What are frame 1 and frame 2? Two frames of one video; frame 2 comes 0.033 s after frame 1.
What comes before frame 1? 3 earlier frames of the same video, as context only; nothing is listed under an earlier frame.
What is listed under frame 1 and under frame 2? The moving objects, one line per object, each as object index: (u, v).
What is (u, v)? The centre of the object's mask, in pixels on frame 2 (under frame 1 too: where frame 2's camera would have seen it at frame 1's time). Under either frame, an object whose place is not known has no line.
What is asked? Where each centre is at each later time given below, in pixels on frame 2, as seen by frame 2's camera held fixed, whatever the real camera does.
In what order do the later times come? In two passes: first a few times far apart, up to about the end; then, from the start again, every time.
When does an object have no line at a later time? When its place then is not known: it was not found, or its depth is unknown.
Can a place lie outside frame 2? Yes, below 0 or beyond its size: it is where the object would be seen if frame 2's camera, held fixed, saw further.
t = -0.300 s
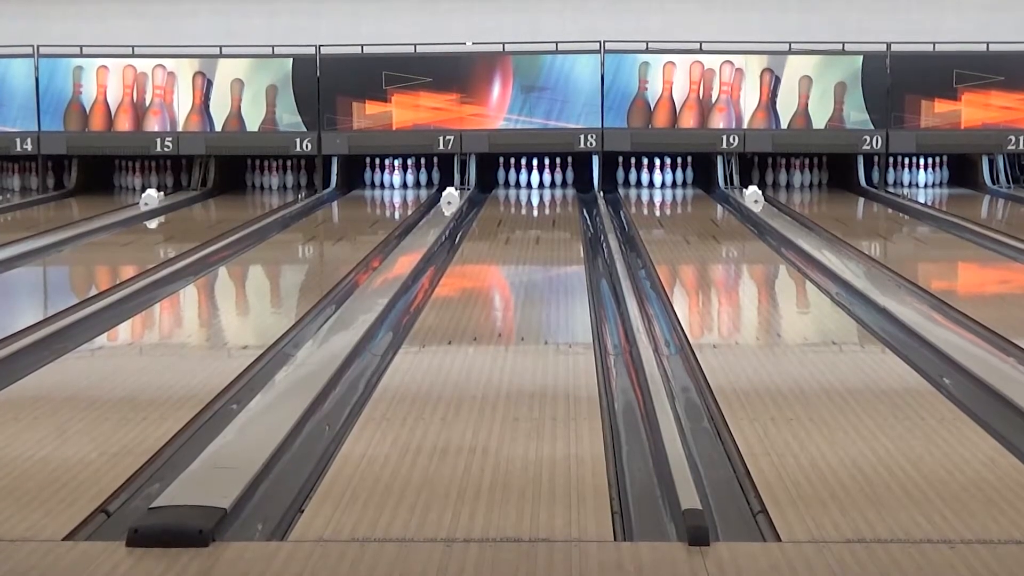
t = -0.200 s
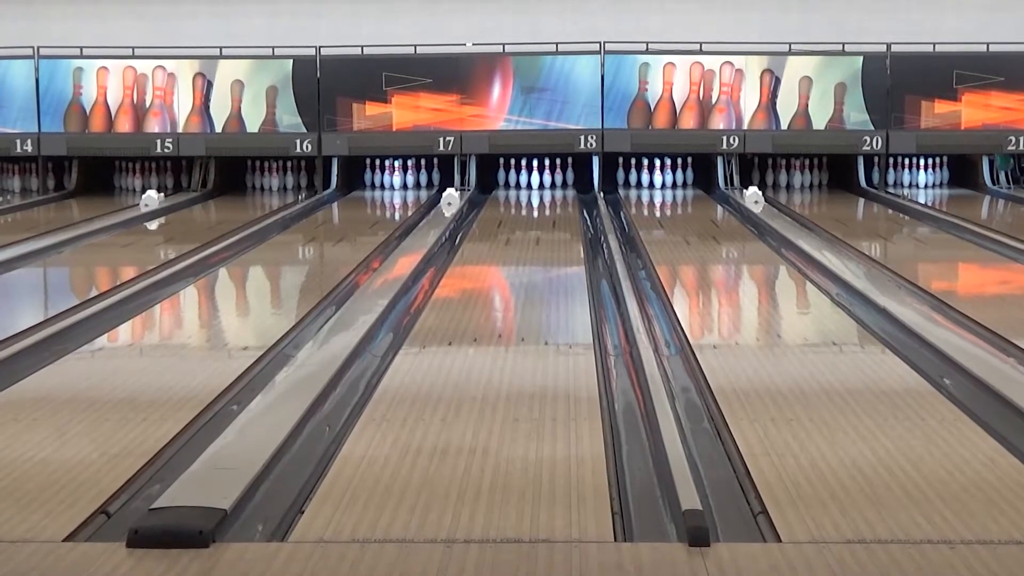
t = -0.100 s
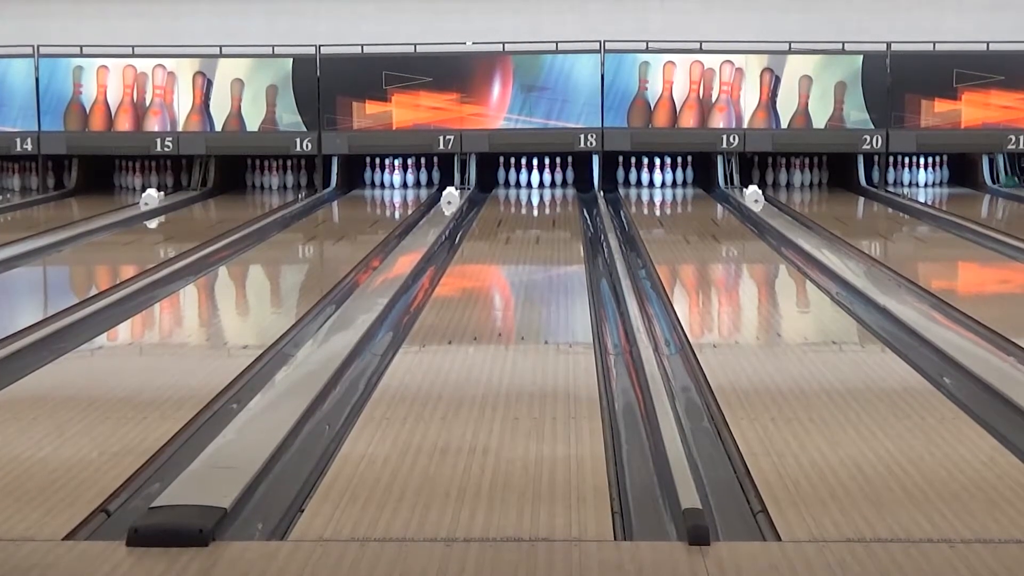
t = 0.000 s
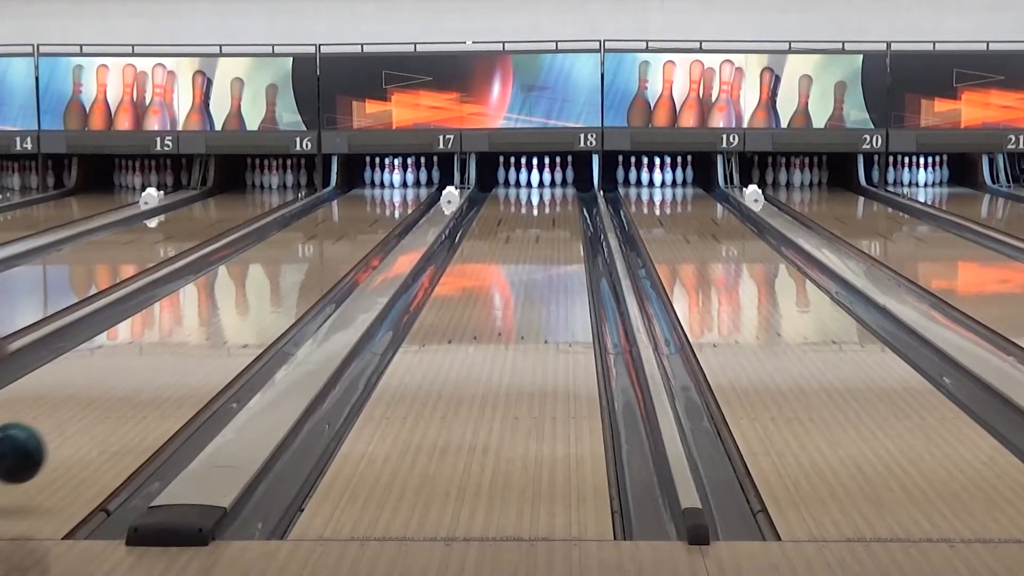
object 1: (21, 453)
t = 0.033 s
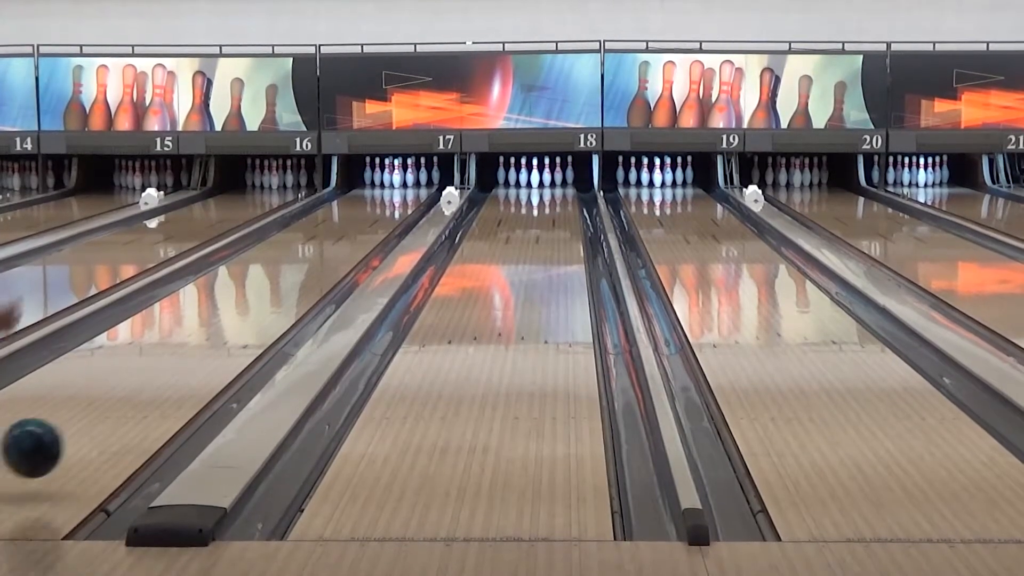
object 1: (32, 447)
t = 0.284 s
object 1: (134, 390)
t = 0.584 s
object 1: (212, 330)
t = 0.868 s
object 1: (261, 292)
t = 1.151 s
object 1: (297, 263)
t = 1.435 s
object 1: (323, 241)
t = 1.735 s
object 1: (345, 223)
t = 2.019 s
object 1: (361, 209)
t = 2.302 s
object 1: (372, 198)
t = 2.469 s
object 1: (376, 193)
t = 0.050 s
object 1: (40, 446)
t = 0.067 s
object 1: (48, 445)
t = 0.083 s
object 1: (57, 445)
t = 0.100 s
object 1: (65, 444)
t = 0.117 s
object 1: (72, 437)
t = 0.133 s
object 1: (79, 430)
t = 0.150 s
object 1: (86, 425)
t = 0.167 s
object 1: (93, 421)
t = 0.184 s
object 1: (99, 417)
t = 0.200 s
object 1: (105, 412)
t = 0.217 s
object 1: (111, 407)
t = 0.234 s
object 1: (118, 403)
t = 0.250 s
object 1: (123, 398)
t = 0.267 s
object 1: (128, 394)
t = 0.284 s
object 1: (134, 390)
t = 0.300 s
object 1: (139, 386)
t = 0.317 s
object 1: (144, 381)
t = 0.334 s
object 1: (149, 378)
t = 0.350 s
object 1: (154, 373)
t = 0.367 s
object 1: (159, 370)
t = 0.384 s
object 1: (164, 366)
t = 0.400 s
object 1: (168, 363)
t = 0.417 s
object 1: (173, 359)
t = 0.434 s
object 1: (177, 356)
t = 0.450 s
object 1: (181, 353)
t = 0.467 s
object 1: (185, 350)
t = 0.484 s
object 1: (190, 347)
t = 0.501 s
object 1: (193, 344)
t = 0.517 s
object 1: (197, 341)
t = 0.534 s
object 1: (201, 338)
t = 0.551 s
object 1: (205, 335)
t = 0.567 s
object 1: (208, 333)
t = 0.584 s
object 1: (212, 330)
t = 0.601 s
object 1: (215, 327)
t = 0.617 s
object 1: (218, 325)
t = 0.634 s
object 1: (222, 323)
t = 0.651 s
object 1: (225, 320)
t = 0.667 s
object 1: (228, 318)
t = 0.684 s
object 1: (231, 315)
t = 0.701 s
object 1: (234, 313)
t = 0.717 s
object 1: (237, 310)
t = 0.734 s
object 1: (240, 308)
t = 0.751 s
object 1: (243, 306)
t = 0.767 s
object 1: (246, 304)
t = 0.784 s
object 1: (248, 302)
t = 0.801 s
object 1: (251, 300)
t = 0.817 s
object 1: (253, 298)
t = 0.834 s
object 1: (256, 296)
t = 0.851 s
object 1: (258, 294)
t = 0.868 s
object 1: (261, 292)
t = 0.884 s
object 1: (263, 290)
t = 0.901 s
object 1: (266, 288)
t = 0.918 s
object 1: (268, 286)
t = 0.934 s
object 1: (270, 284)
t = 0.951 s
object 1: (273, 282)
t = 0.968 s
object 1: (275, 280)
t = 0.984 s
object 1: (277, 279)
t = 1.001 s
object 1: (279, 277)
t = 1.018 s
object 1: (281, 276)
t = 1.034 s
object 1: (283, 274)
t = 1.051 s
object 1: (285, 272)
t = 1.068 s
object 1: (287, 270)
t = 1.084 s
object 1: (289, 269)
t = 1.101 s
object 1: (291, 268)
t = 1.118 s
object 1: (293, 266)
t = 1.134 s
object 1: (295, 264)
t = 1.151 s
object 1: (297, 263)
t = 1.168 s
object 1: (298, 261)
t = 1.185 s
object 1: (300, 260)
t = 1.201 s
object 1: (302, 259)
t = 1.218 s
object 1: (304, 257)
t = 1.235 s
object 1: (305, 256)
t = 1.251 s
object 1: (307, 255)
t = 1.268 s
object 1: (309, 253)
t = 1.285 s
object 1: (310, 252)
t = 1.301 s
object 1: (312, 251)
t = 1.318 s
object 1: (313, 250)
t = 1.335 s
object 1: (315, 248)
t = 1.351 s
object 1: (316, 247)
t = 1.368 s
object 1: (318, 246)
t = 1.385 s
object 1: (319, 245)
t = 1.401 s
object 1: (320, 243)
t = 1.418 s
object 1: (322, 242)
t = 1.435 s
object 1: (323, 241)
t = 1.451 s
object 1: (325, 240)
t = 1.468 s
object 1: (326, 238)
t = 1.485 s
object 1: (328, 237)
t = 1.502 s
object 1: (329, 236)
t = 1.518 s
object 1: (330, 235)
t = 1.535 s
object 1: (331, 234)
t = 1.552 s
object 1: (332, 233)
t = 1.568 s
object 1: (334, 232)
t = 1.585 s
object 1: (335, 231)
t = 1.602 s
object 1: (336, 230)
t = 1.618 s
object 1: (337, 229)
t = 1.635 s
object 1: (338, 228)
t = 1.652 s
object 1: (339, 227)
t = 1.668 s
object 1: (340, 226)
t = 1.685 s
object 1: (342, 226)
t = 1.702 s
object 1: (343, 224)
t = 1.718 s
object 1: (344, 224)
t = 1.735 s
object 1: (345, 223)
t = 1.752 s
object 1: (346, 222)
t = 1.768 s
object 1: (347, 221)
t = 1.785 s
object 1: (348, 220)
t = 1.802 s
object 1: (349, 219)
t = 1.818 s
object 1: (350, 218)
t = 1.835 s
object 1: (350, 217)
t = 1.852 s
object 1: (352, 217)
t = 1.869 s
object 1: (353, 216)
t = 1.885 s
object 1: (353, 215)
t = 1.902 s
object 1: (355, 214)
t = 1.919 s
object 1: (356, 214)
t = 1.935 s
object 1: (357, 213)
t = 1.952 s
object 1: (358, 212)
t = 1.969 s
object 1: (358, 212)
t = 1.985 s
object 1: (359, 211)
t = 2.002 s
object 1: (360, 210)
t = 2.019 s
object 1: (361, 209)
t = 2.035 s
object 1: (362, 209)
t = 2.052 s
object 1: (363, 208)
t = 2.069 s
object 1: (364, 208)
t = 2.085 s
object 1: (364, 206)
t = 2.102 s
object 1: (365, 205)
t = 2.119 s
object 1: (366, 205)
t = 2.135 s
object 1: (366, 204)
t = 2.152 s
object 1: (367, 204)
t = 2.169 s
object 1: (367, 203)
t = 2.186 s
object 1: (368, 203)
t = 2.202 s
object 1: (369, 201)
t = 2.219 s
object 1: (369, 201)
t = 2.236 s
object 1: (370, 200)
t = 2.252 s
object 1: (371, 200)
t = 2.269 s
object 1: (371, 199)
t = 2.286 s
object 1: (372, 199)
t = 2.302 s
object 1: (372, 198)
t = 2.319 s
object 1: (373, 197)
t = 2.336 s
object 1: (372, 198)
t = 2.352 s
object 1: (374, 197)
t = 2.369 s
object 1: (374, 195)
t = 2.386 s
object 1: (374, 195)
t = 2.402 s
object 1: (374, 195)
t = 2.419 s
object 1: (374, 194)
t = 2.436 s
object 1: (374, 194)
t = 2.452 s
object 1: (374, 193)
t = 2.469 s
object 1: (376, 193)
